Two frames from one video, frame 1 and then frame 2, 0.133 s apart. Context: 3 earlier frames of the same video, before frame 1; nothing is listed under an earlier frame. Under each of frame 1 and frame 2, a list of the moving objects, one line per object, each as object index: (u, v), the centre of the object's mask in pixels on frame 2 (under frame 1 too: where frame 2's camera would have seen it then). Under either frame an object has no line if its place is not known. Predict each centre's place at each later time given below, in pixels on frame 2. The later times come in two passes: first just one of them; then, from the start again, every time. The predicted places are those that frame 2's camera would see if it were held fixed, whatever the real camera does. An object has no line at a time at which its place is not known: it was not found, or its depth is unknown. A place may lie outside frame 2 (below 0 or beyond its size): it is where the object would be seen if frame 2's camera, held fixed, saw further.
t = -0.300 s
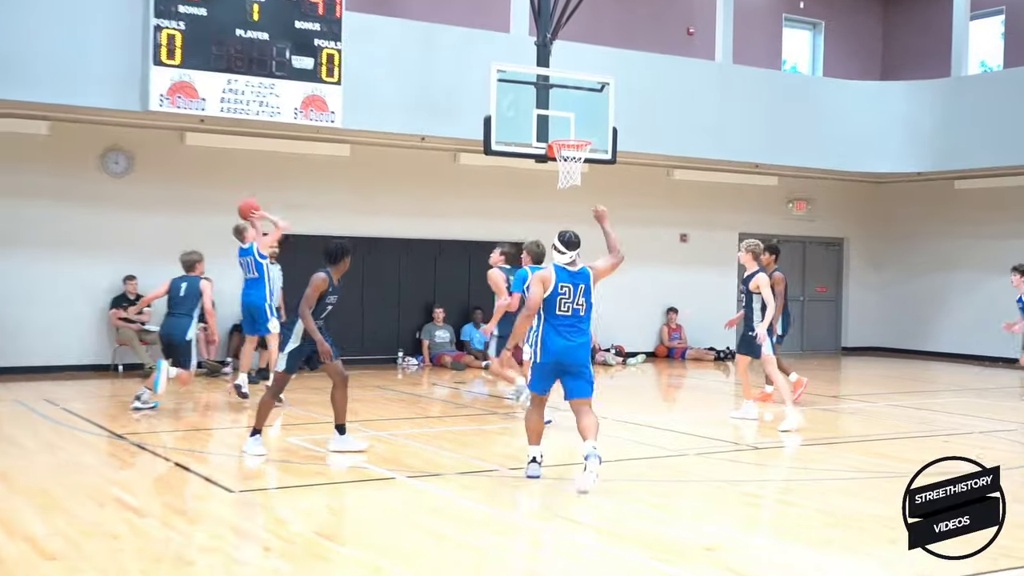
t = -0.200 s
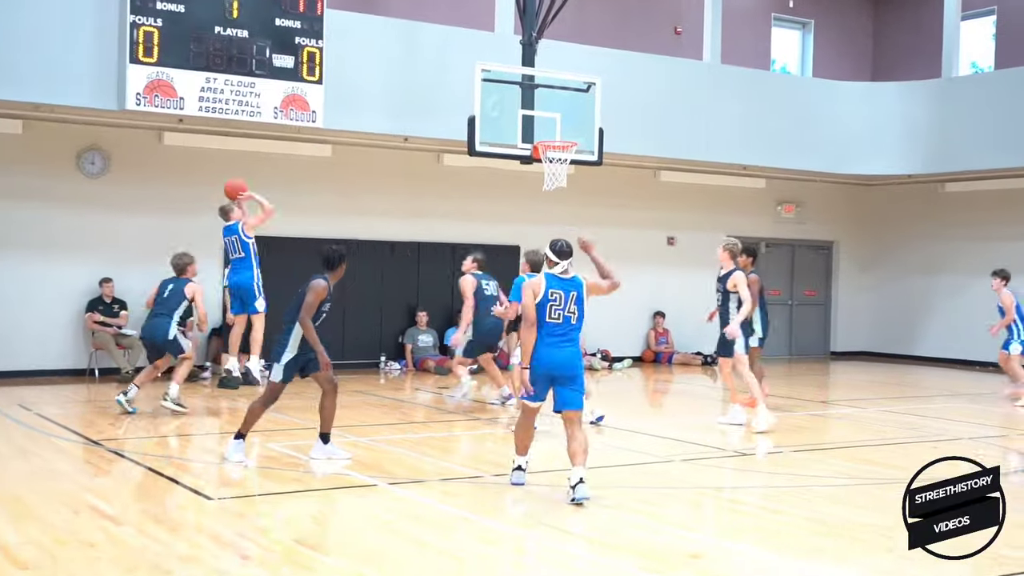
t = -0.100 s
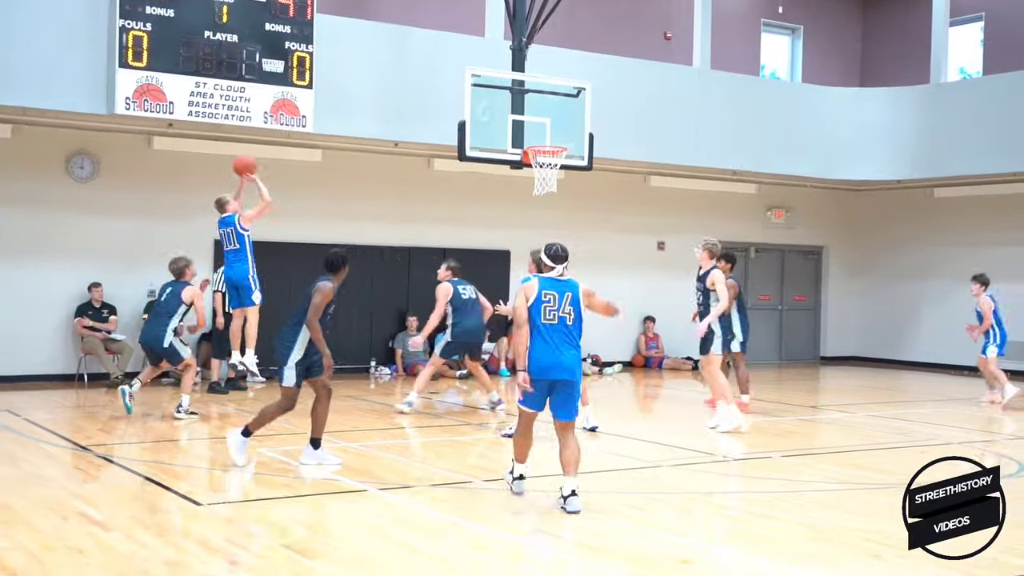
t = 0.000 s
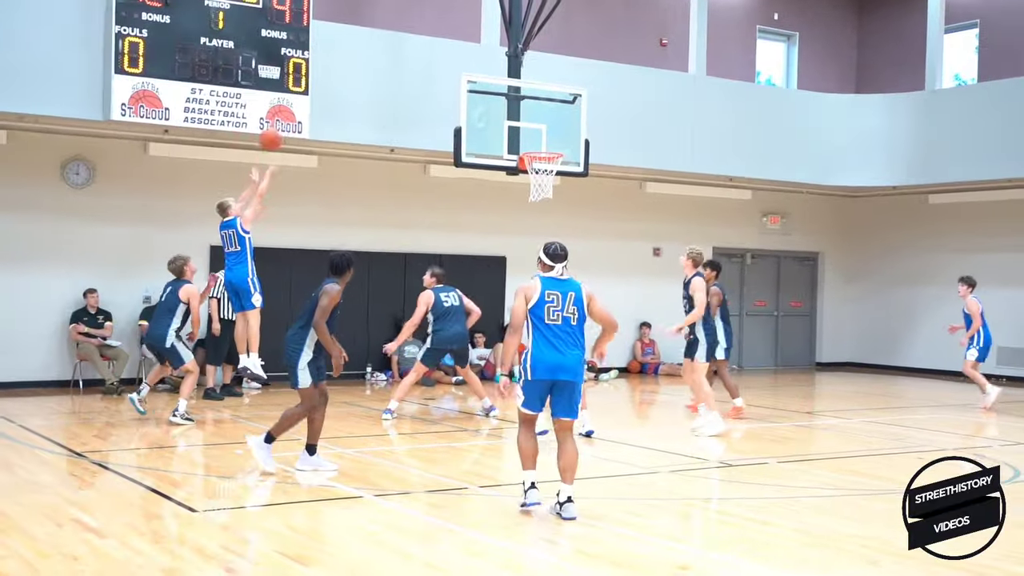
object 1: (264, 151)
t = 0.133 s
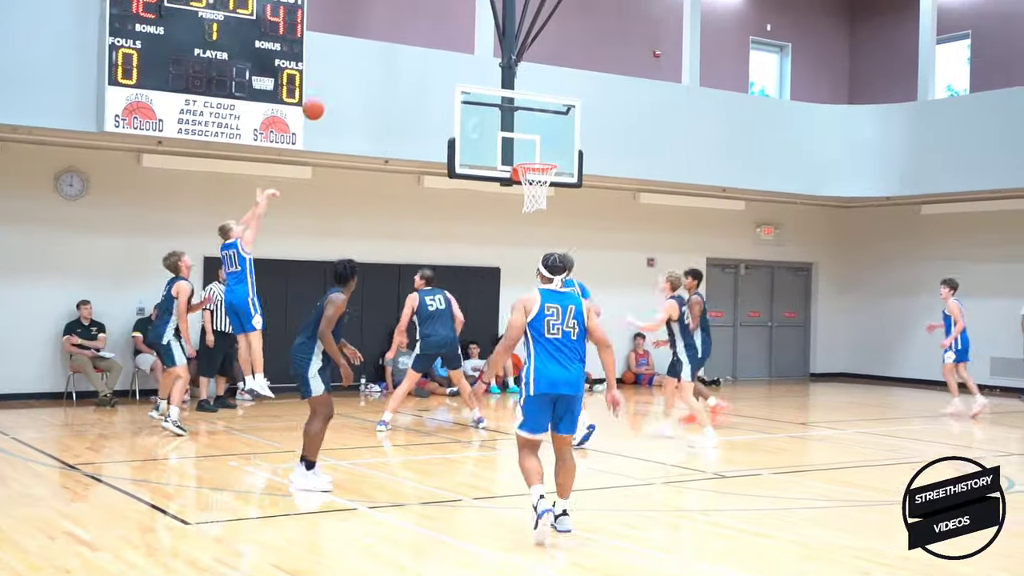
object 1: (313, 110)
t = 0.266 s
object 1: (359, 85)
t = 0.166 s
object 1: (324, 102)
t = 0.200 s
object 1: (336, 95)
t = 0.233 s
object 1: (348, 90)
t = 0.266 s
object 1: (359, 85)
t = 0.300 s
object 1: (370, 82)
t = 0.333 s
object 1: (382, 80)
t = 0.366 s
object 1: (393, 78)
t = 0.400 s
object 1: (403, 78)
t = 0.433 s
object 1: (414, 79)
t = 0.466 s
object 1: (424, 80)
